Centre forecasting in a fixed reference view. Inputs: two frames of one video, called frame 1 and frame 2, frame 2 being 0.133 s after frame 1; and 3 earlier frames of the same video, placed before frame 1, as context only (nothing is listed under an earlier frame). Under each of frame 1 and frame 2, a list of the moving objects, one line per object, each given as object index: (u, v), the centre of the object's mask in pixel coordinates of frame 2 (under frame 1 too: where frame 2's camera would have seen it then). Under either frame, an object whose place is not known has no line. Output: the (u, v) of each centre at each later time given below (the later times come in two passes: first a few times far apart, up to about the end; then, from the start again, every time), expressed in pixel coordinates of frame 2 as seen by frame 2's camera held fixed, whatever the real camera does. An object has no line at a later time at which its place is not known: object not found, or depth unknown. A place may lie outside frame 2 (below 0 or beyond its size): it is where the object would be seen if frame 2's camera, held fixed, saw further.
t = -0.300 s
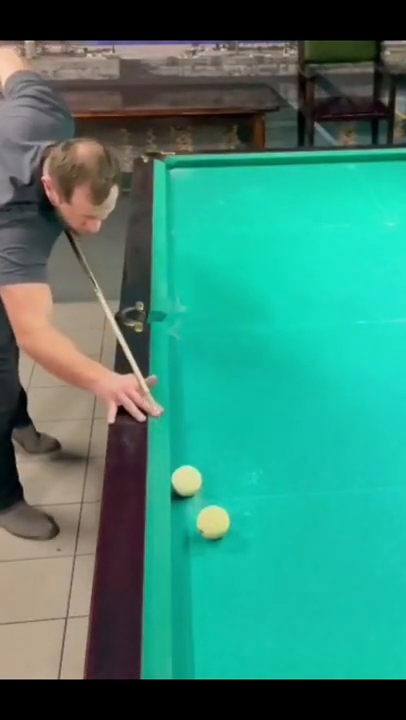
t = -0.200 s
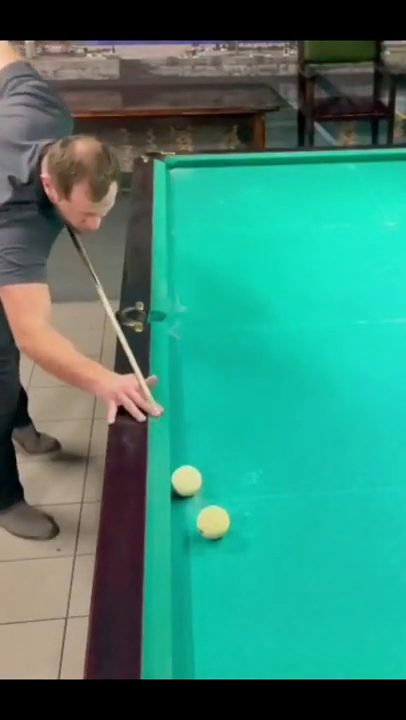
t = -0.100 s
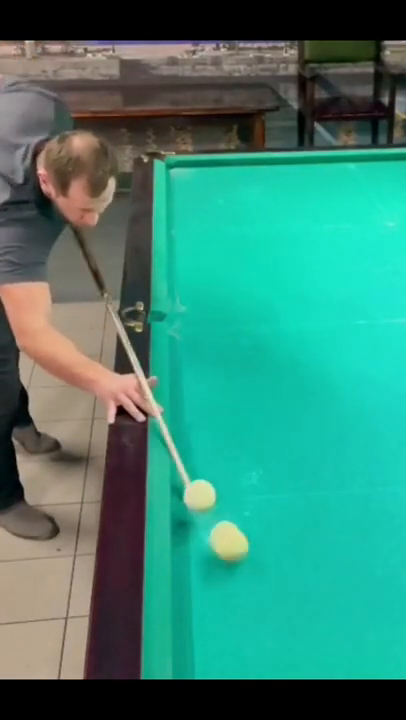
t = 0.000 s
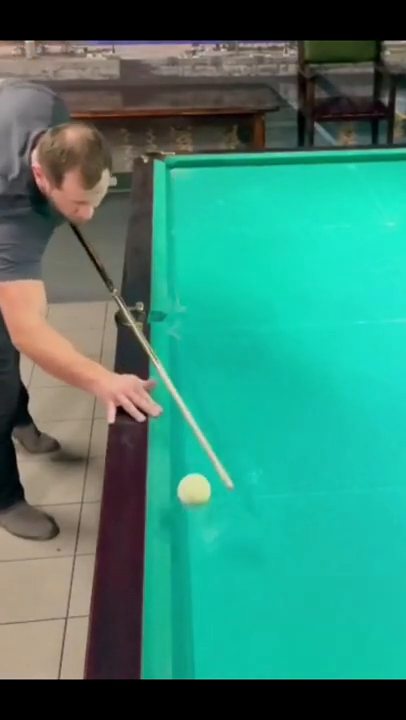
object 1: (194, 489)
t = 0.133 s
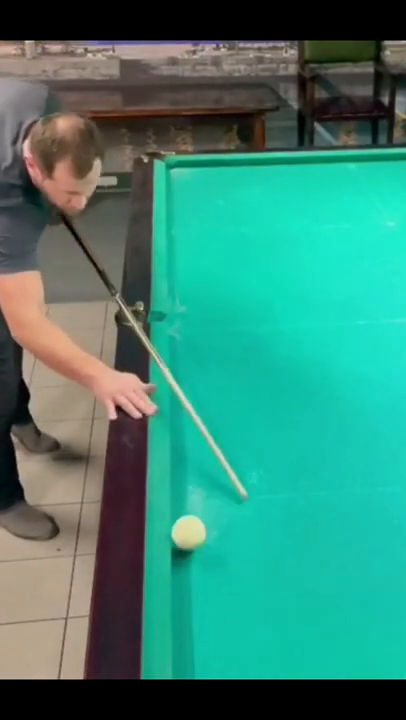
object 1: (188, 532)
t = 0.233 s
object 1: (185, 532)
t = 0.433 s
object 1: (200, 549)
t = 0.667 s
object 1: (208, 528)
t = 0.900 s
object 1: (205, 477)
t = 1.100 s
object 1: (201, 437)
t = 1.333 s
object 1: (196, 397)
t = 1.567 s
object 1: (193, 363)
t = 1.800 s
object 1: (190, 334)
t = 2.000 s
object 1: (187, 312)
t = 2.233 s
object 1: (184, 290)
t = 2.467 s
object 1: (182, 270)
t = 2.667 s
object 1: (180, 254)
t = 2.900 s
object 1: (178, 238)
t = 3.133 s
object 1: (176, 224)
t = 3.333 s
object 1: (174, 212)
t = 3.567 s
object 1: (174, 200)
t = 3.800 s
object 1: (173, 190)
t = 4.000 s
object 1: (174, 181)
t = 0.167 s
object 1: (186, 529)
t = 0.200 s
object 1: (184, 530)
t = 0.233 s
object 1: (185, 532)
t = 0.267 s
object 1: (187, 538)
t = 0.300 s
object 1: (190, 547)
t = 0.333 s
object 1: (193, 544)
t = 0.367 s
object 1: (195, 547)
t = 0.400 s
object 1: (198, 548)
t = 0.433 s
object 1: (200, 549)
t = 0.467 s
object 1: (202, 548)
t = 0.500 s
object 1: (203, 547)
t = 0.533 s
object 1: (205, 545)
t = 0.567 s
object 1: (206, 542)
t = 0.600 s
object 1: (207, 538)
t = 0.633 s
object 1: (207, 533)
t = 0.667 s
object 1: (208, 528)
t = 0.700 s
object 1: (208, 522)
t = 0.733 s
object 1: (208, 515)
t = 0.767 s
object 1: (207, 508)
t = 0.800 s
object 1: (206, 500)
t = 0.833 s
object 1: (206, 492)
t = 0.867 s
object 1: (205, 485)
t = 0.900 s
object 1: (205, 477)
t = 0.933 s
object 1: (204, 470)
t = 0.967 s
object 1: (203, 463)
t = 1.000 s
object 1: (203, 456)
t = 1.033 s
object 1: (202, 450)
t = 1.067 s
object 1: (201, 443)
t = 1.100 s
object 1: (201, 437)
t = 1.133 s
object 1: (200, 431)
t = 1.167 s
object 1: (199, 425)
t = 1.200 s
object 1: (199, 419)
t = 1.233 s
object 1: (198, 414)
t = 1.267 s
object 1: (198, 408)
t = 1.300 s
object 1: (197, 402)
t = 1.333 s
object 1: (196, 397)
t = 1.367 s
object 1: (196, 392)
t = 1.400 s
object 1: (195, 387)
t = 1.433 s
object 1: (195, 382)
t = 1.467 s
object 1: (195, 377)
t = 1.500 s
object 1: (194, 373)
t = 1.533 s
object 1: (193, 368)
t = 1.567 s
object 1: (193, 363)
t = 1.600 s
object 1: (193, 359)
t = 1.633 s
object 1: (192, 354)
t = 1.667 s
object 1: (192, 350)
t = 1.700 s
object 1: (191, 346)
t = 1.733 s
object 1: (191, 341)
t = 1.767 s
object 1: (190, 338)
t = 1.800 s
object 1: (190, 334)
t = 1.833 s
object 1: (189, 330)
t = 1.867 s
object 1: (189, 327)
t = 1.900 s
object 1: (188, 323)
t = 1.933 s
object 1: (188, 319)
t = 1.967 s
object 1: (188, 316)
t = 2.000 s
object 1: (187, 312)
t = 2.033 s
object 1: (187, 309)
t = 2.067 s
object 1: (187, 305)
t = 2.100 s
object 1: (186, 302)
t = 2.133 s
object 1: (186, 299)
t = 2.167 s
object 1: (186, 296)
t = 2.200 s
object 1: (185, 293)
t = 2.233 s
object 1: (184, 290)
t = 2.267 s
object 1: (184, 287)
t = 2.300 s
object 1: (184, 284)
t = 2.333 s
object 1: (183, 281)
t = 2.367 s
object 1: (183, 278)
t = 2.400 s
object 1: (182, 275)
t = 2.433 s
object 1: (182, 272)
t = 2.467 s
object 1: (182, 270)
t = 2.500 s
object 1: (181, 267)
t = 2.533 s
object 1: (181, 264)
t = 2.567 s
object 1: (180, 262)
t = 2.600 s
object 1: (180, 260)
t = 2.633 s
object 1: (180, 257)
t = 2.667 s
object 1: (180, 254)
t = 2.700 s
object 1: (179, 252)
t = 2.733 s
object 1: (179, 250)
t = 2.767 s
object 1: (179, 247)
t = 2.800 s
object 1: (179, 245)
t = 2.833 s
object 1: (178, 243)
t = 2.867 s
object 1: (178, 241)
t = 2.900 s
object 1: (178, 238)
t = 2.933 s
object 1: (177, 236)
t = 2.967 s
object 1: (177, 234)
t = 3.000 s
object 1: (177, 232)
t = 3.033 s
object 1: (176, 230)
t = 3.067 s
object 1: (176, 228)
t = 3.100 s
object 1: (176, 226)
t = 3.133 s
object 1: (176, 224)
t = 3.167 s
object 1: (176, 222)
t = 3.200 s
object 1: (175, 220)
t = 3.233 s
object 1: (175, 218)
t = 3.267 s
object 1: (175, 216)
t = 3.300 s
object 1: (175, 214)
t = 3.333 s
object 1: (174, 212)
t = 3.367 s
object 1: (174, 211)
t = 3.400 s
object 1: (174, 209)
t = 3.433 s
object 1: (174, 207)
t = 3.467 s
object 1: (174, 205)
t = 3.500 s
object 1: (174, 204)
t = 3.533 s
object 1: (174, 202)
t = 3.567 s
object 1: (174, 200)
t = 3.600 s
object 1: (174, 199)
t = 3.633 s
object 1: (174, 197)
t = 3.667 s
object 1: (174, 196)
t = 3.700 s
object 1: (174, 194)
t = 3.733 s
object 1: (174, 193)
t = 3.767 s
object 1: (173, 191)
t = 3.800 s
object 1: (173, 190)
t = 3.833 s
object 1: (173, 188)
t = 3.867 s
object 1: (173, 187)
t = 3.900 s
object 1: (173, 186)
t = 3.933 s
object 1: (173, 184)
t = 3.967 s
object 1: (174, 183)
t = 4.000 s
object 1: (174, 181)
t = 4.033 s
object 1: (173, 180)
